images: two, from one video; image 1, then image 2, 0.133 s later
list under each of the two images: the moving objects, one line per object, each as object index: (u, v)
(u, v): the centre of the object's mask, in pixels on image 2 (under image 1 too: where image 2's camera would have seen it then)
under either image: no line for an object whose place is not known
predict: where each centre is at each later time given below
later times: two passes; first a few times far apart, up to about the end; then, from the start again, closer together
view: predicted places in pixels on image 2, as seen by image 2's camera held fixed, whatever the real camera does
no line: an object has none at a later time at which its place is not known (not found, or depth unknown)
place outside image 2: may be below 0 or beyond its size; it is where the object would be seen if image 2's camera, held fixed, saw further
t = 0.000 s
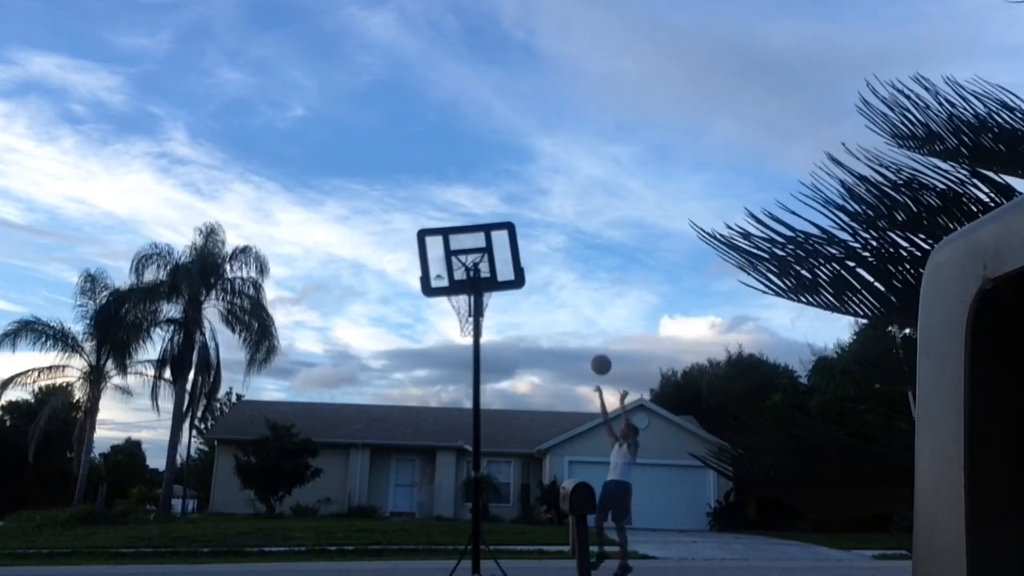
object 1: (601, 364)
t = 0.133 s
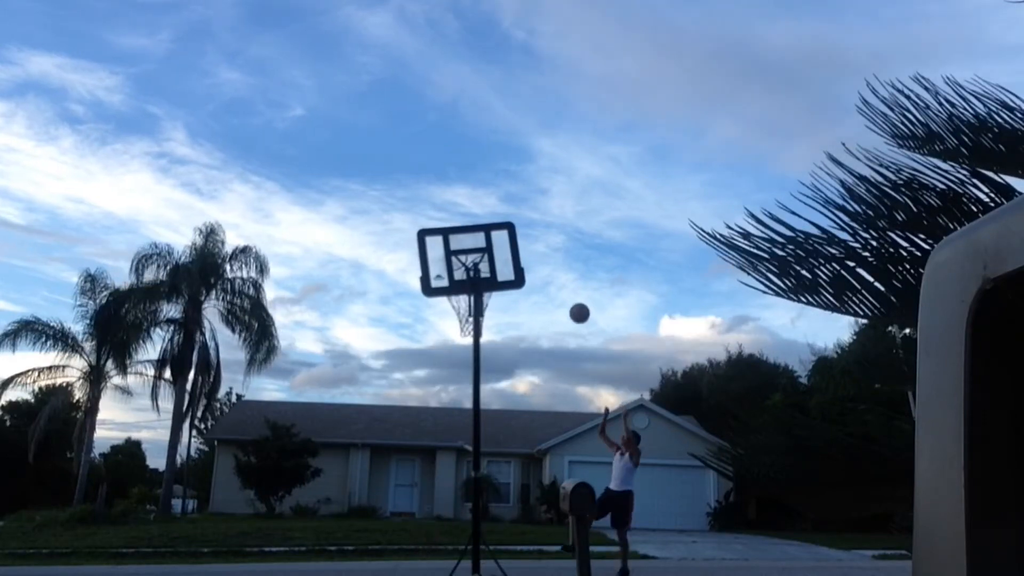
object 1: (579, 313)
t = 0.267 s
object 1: (563, 285)
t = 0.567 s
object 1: (521, 251)
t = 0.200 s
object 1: (574, 303)
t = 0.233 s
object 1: (569, 293)
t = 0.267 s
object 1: (563, 285)
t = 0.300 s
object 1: (558, 278)
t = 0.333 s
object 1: (553, 271)
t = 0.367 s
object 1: (547, 266)
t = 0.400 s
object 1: (542, 261)
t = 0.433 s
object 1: (536, 257)
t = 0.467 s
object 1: (531, 255)
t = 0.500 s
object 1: (527, 253)
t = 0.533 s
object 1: (524, 251)
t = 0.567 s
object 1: (521, 251)
